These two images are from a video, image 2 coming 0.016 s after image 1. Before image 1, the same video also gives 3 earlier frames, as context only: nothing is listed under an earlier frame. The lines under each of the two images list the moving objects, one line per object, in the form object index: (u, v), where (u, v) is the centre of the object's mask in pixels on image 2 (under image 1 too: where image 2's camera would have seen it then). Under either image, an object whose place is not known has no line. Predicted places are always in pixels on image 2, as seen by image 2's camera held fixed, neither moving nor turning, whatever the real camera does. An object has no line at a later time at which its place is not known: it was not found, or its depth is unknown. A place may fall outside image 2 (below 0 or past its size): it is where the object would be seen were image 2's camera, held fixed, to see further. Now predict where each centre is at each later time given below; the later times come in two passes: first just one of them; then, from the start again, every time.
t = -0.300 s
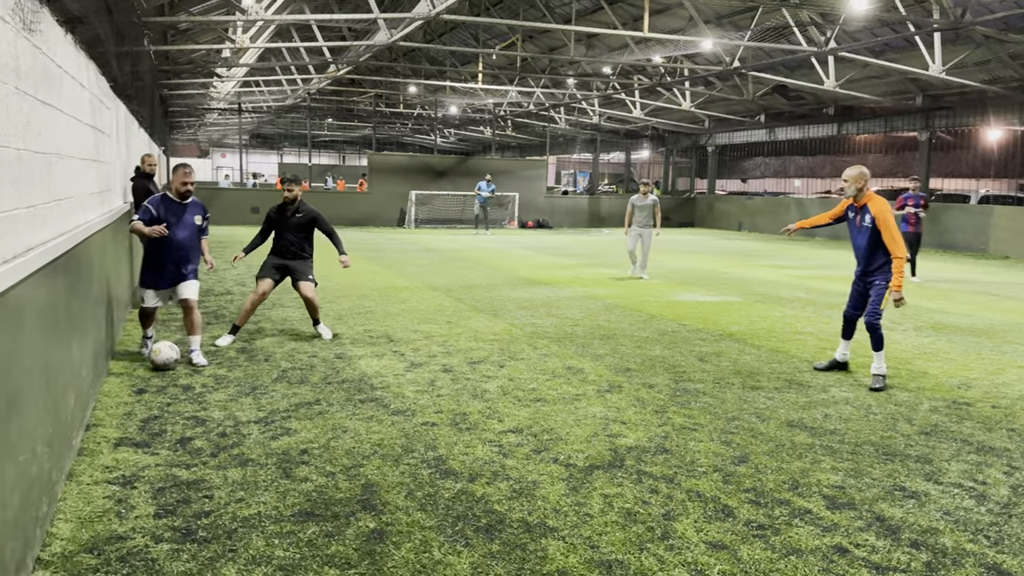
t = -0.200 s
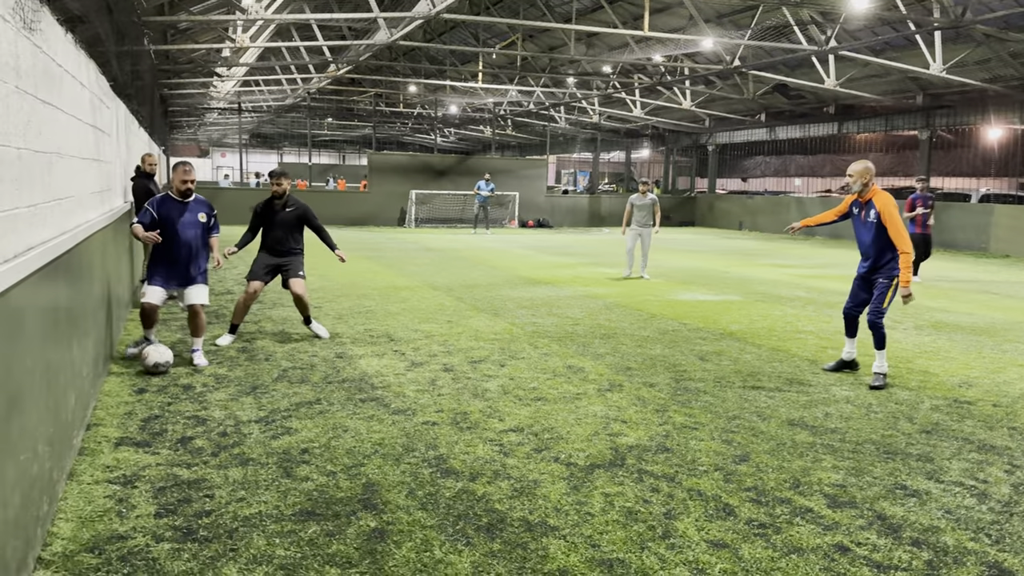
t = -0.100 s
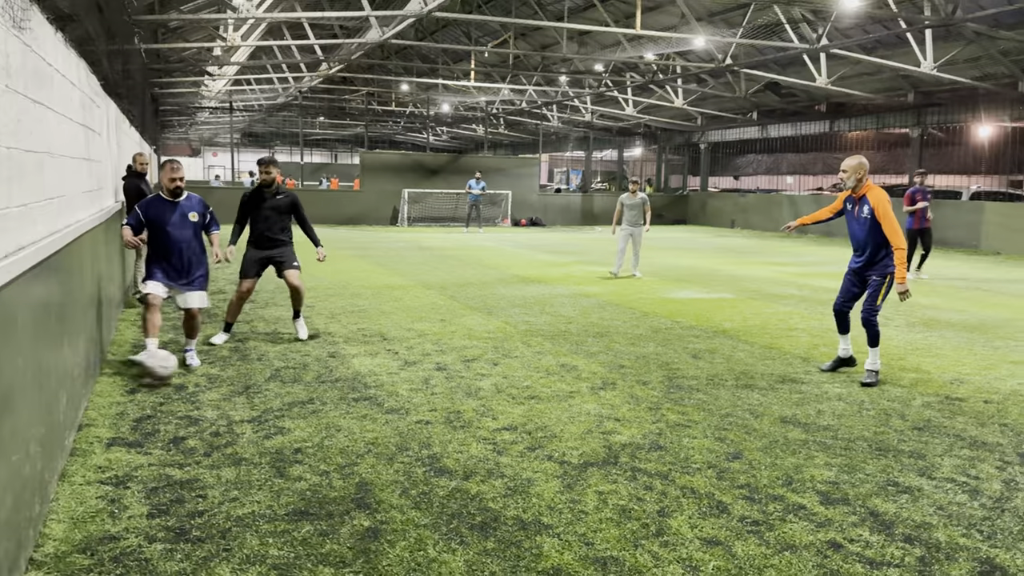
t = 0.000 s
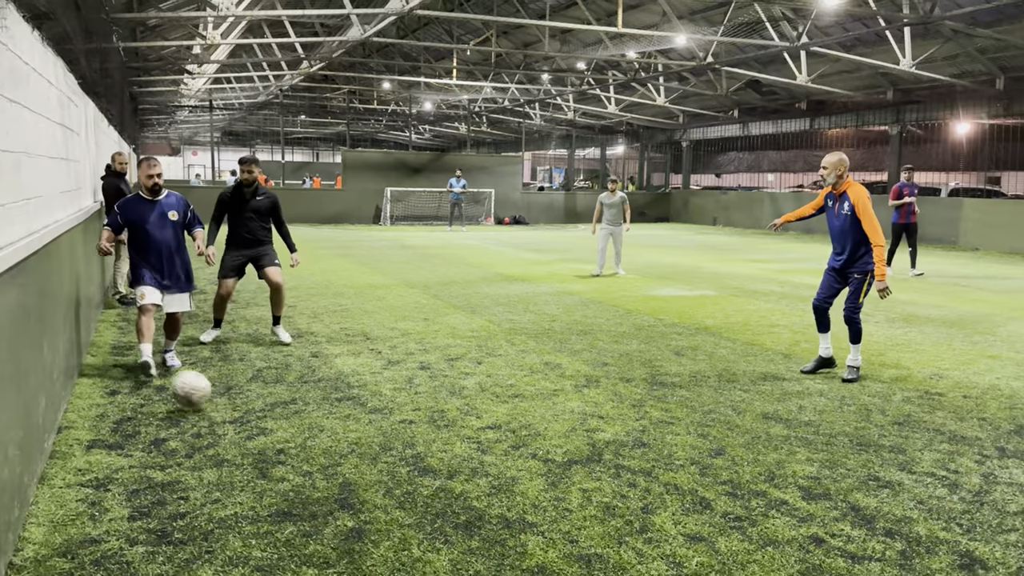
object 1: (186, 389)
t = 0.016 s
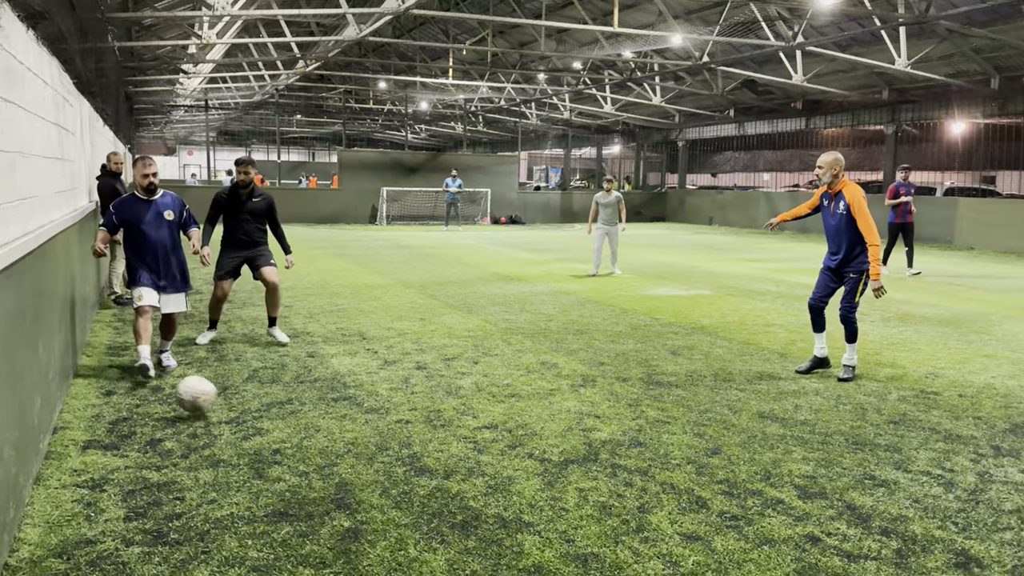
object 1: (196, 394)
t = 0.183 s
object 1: (293, 434)
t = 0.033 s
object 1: (206, 402)
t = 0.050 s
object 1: (217, 408)
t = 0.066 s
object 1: (226, 413)
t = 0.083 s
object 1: (234, 415)
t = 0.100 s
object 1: (244, 418)
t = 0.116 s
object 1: (254, 419)
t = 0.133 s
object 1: (263, 420)
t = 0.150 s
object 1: (274, 425)
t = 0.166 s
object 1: (283, 429)
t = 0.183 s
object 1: (293, 434)
